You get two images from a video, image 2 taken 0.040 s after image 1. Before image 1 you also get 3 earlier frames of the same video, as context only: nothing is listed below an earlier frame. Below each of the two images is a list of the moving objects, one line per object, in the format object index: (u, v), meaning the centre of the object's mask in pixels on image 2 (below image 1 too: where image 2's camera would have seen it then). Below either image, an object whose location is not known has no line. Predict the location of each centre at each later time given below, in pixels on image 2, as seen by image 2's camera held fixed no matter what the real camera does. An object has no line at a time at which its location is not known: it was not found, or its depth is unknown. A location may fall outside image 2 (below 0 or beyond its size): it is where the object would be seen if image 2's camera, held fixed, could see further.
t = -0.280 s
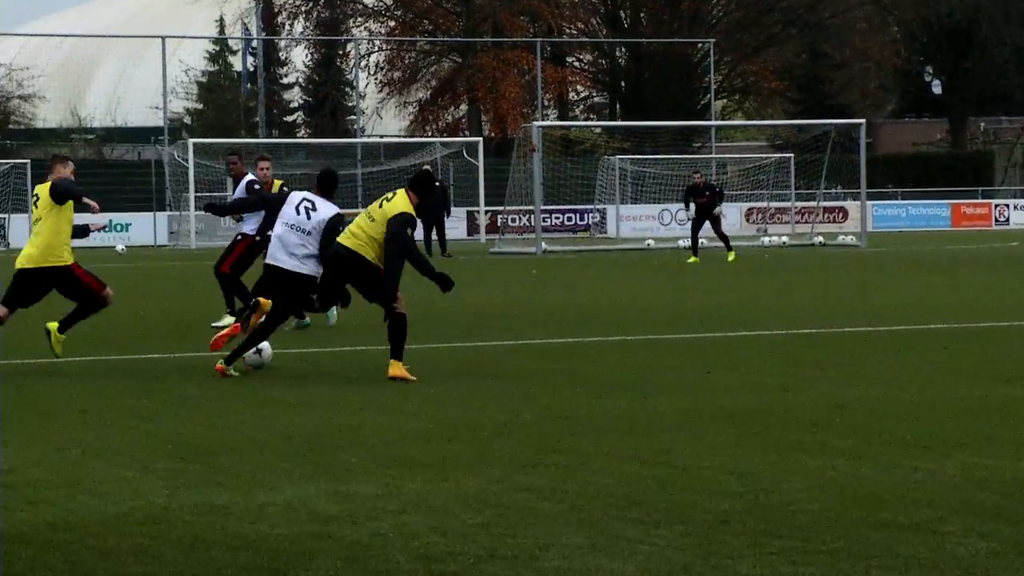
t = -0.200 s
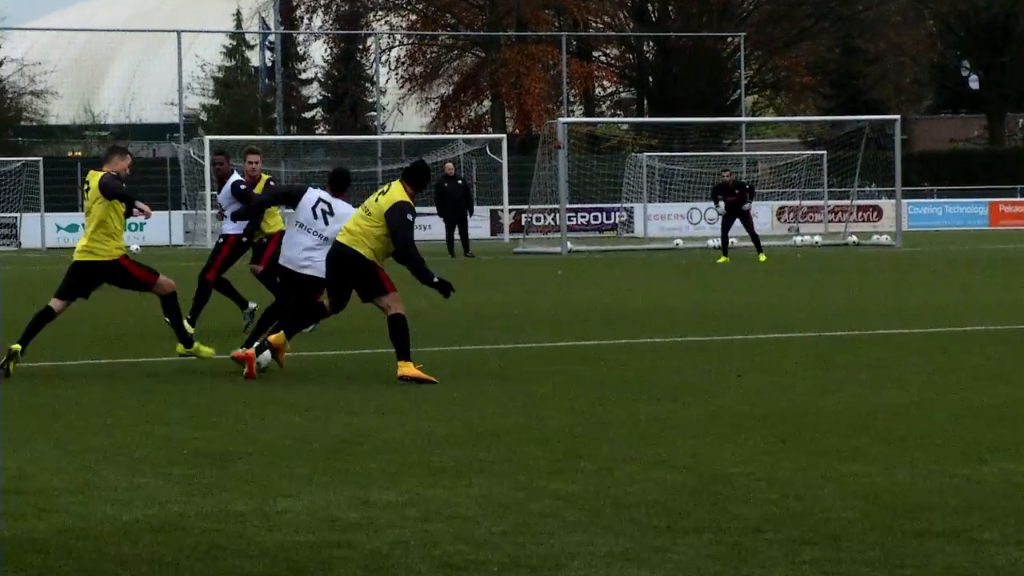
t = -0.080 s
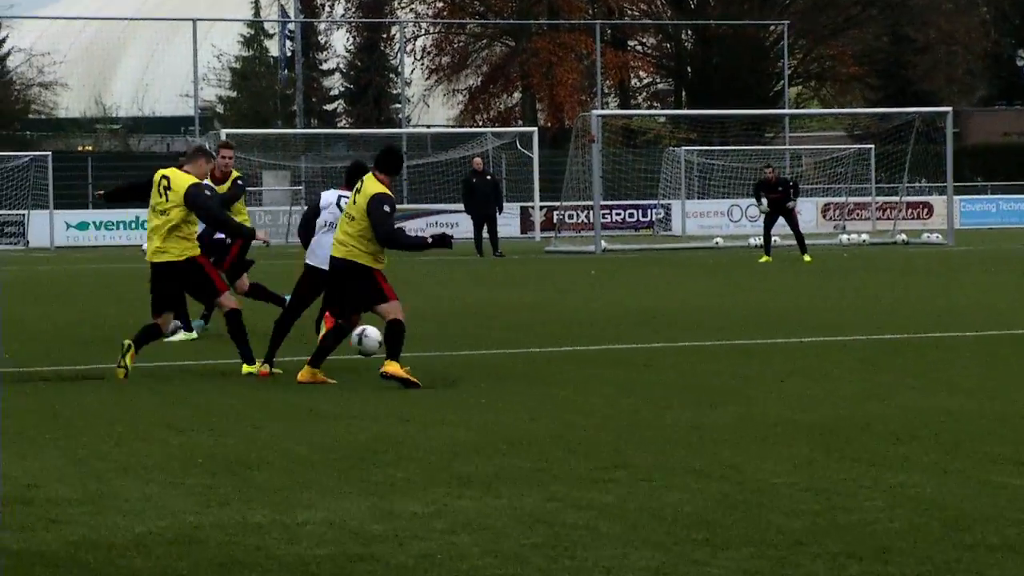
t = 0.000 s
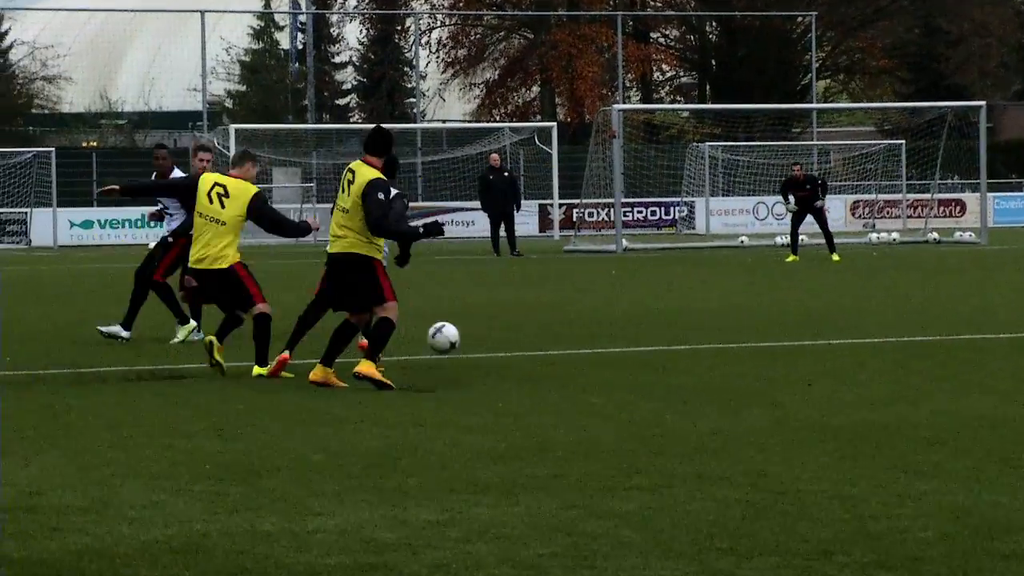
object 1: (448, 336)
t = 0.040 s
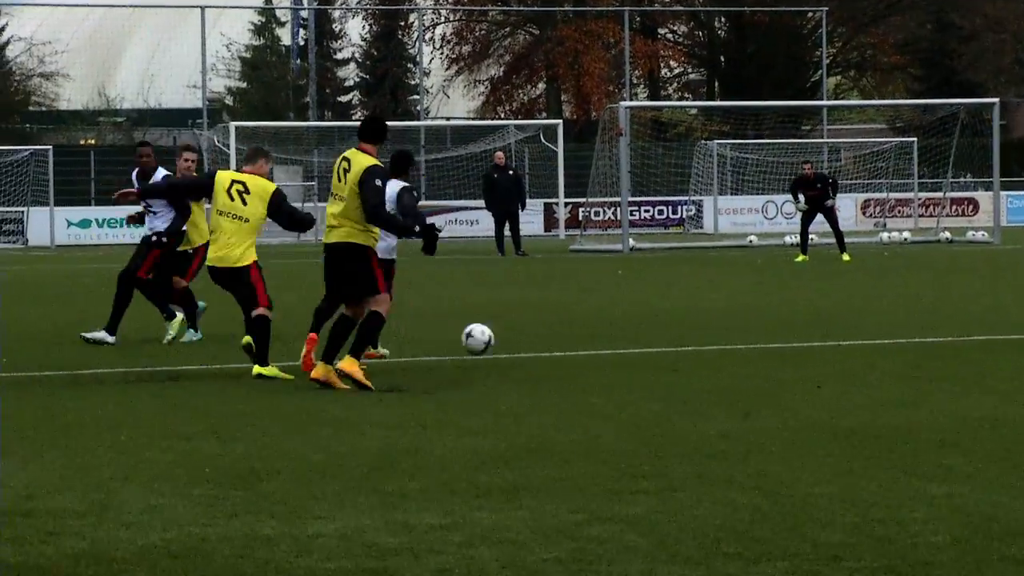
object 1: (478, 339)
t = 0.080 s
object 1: (507, 345)
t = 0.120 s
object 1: (536, 348)
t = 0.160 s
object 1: (561, 345)
